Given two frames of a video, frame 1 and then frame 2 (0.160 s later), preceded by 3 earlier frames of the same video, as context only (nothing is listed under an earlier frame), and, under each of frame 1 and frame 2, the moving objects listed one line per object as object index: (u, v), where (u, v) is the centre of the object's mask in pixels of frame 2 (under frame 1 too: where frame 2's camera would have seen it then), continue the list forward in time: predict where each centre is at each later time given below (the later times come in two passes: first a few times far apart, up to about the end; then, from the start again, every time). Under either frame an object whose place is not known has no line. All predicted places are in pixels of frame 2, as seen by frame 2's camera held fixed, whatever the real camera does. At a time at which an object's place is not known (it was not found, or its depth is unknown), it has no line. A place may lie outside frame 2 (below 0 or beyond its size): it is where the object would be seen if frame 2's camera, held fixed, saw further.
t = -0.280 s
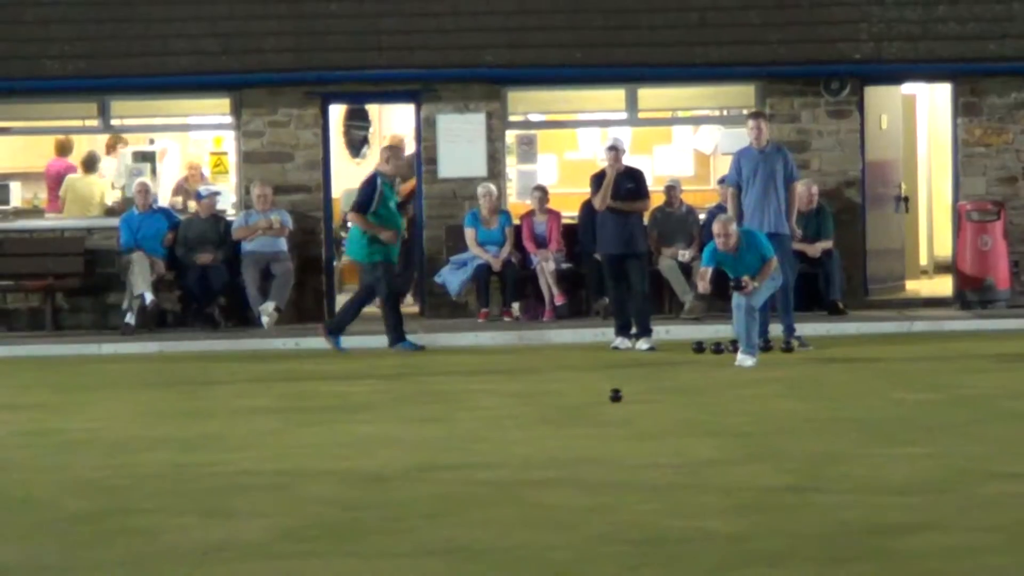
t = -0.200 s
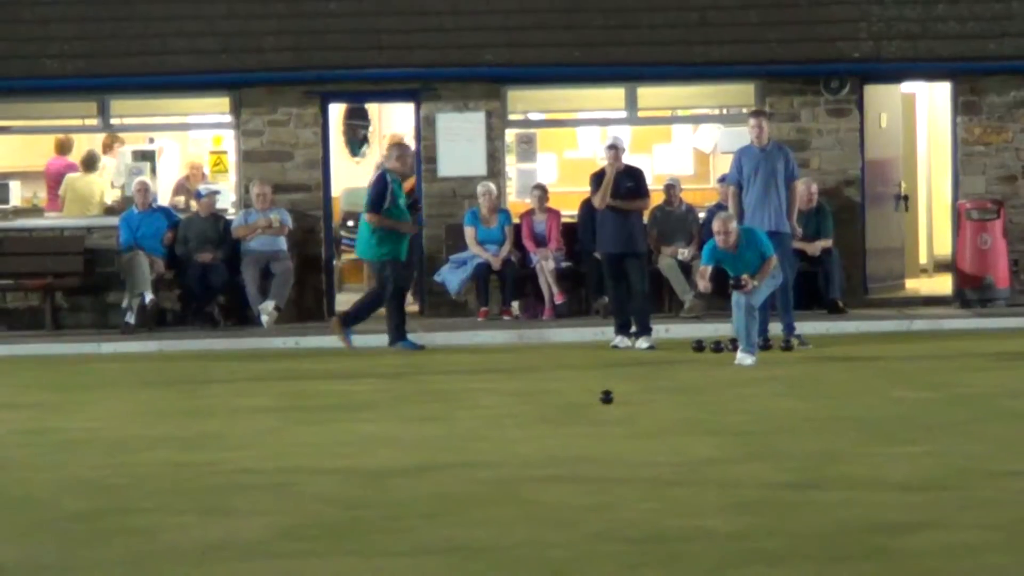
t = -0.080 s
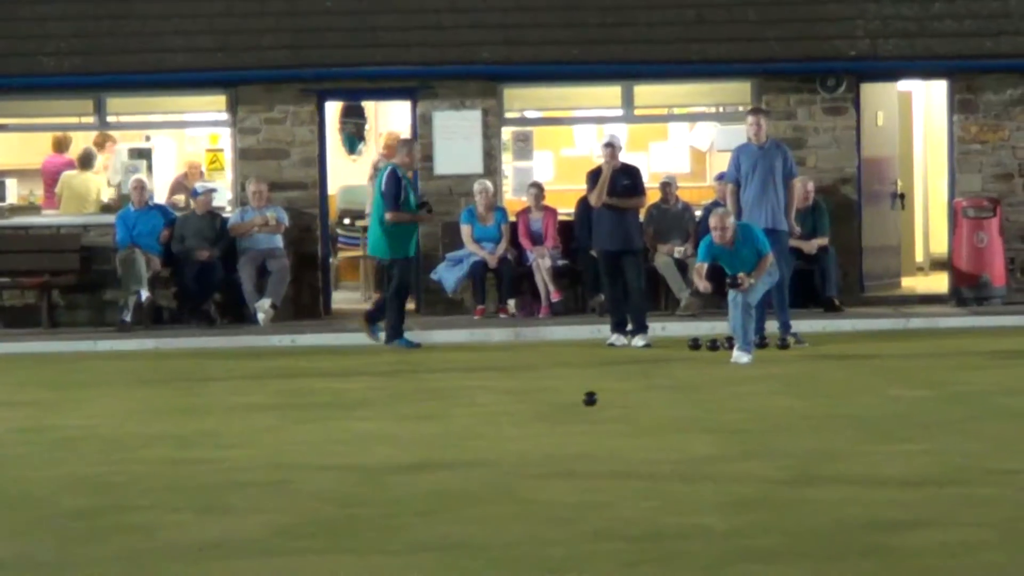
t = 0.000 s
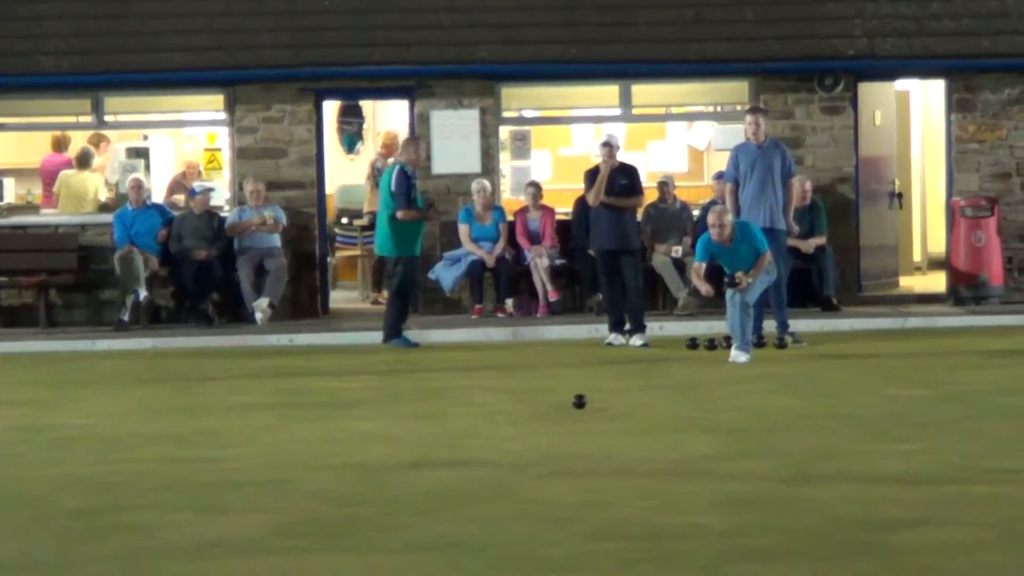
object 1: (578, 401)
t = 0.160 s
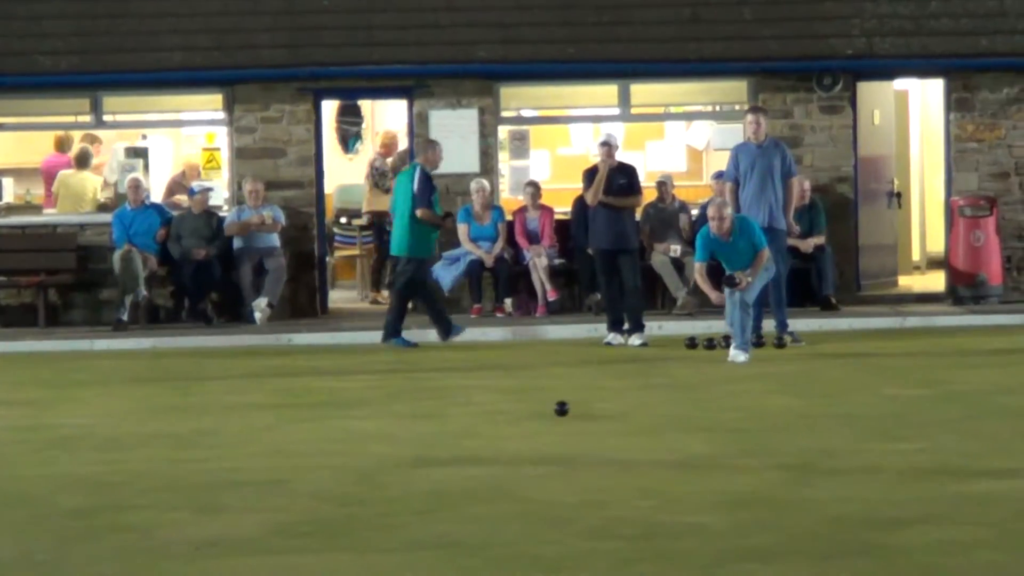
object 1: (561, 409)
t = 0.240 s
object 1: (553, 413)
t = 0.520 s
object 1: (524, 425)
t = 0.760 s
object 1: (501, 437)
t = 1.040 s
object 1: (474, 451)
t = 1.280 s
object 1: (450, 463)
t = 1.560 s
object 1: (421, 479)
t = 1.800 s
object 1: (396, 495)
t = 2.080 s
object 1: (368, 514)
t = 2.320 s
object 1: (342, 529)
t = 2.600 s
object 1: (312, 547)
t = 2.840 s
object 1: (288, 563)
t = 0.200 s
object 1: (557, 410)
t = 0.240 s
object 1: (553, 413)
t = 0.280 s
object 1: (549, 415)
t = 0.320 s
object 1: (546, 416)
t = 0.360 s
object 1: (543, 418)
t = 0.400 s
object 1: (538, 419)
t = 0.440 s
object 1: (534, 421)
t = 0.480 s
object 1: (528, 423)
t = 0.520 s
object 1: (524, 425)
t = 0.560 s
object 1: (520, 427)
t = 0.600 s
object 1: (517, 429)
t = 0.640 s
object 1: (512, 430)
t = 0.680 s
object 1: (508, 433)
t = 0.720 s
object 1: (505, 435)
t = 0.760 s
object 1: (501, 437)
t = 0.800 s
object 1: (497, 439)
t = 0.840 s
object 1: (493, 440)
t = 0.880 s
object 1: (490, 442)
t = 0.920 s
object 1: (486, 444)
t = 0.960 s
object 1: (482, 446)
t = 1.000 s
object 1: (478, 448)
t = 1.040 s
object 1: (474, 451)
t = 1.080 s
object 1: (470, 453)
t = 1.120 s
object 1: (466, 456)
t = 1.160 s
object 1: (461, 457)
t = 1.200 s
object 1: (457, 459)
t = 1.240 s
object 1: (453, 461)
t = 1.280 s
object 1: (450, 463)
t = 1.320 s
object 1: (445, 465)
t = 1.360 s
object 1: (442, 467)
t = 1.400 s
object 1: (437, 470)
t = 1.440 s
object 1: (433, 472)
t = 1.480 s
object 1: (429, 474)
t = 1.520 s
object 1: (425, 477)
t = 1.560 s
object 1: (421, 479)
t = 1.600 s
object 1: (417, 481)
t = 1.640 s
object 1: (412, 485)
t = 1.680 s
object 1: (409, 487)
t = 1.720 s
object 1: (404, 491)
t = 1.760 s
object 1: (400, 492)
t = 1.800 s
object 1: (396, 495)
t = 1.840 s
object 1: (392, 497)
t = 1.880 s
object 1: (388, 500)
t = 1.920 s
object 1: (384, 502)
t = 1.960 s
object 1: (380, 505)
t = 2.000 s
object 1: (377, 508)
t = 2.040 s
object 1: (372, 510)
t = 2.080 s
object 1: (368, 514)
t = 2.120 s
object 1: (364, 517)
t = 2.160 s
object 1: (359, 519)
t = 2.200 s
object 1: (355, 521)
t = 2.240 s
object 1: (350, 524)
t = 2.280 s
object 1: (346, 526)
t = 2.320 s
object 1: (342, 529)
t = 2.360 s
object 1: (337, 532)
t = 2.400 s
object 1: (334, 534)
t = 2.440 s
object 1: (330, 537)
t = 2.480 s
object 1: (325, 540)
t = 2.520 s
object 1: (321, 542)
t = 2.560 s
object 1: (317, 545)
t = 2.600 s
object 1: (312, 547)
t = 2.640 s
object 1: (308, 550)
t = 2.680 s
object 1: (304, 553)
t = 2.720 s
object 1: (297, 555)
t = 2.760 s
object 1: (294, 558)
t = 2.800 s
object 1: (291, 559)
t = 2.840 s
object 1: (288, 563)
